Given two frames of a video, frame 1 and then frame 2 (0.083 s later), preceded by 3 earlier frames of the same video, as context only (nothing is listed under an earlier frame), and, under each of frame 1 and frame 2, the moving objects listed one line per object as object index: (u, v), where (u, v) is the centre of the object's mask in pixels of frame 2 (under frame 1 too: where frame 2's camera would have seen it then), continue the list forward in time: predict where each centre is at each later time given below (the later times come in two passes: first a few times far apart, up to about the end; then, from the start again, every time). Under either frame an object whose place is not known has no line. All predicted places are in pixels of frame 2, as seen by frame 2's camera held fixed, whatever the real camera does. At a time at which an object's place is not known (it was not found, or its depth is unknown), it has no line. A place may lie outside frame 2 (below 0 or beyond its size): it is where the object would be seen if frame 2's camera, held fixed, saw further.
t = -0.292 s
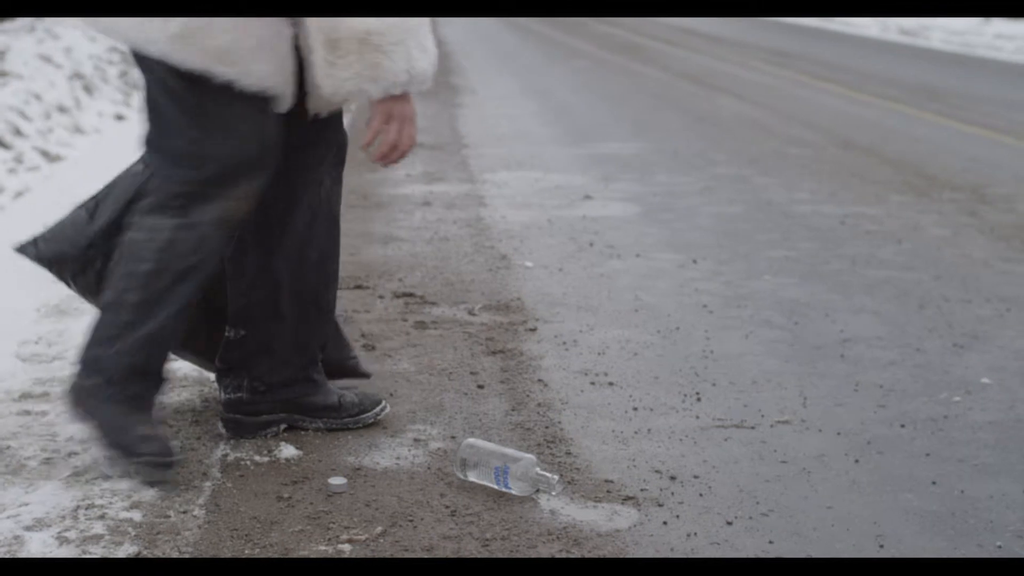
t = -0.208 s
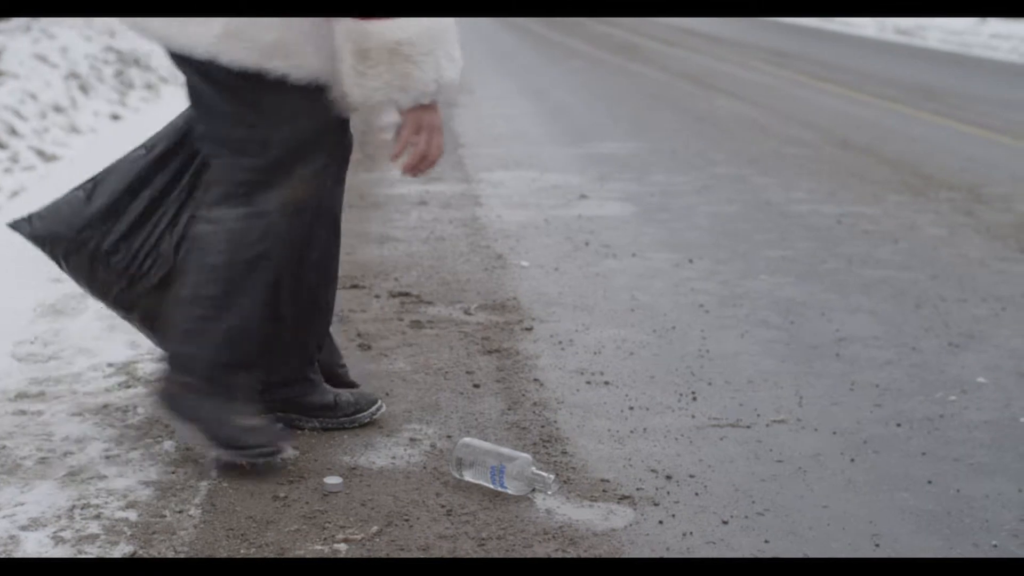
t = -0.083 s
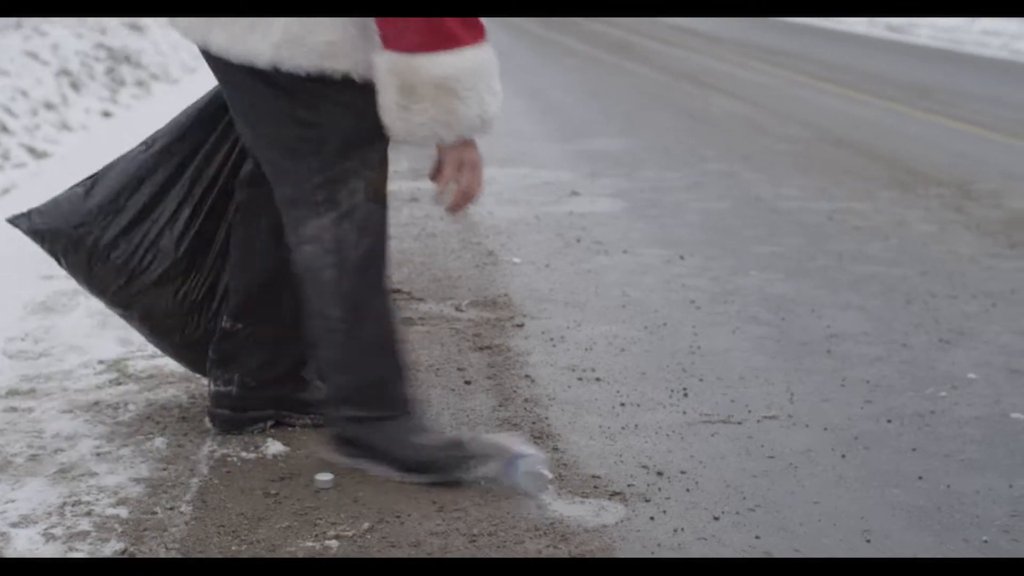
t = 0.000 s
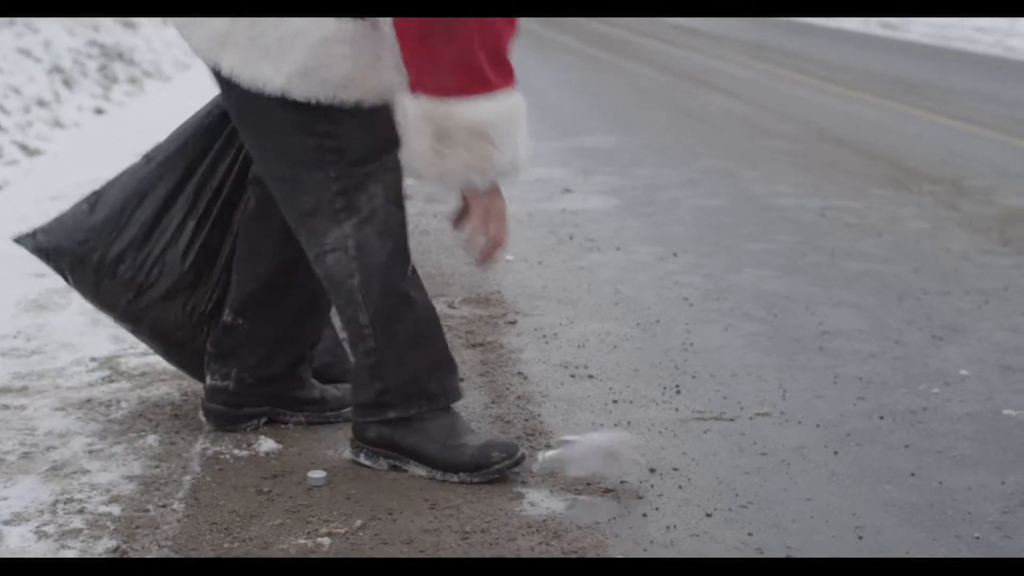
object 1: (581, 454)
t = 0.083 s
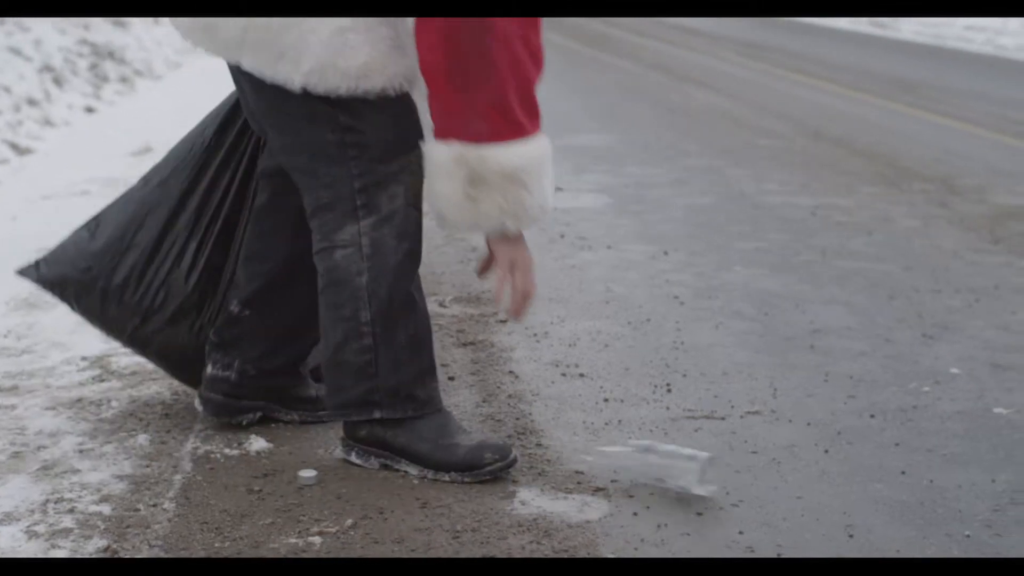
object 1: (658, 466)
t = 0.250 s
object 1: (800, 476)
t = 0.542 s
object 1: (926, 482)
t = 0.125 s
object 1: (706, 470)
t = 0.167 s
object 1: (738, 471)
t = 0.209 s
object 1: (774, 471)
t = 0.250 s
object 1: (800, 476)
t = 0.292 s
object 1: (831, 479)
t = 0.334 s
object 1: (848, 481)
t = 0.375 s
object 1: (863, 480)
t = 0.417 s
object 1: (880, 483)
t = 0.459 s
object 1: (898, 480)
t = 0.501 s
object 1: (909, 481)
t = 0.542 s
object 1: (926, 482)
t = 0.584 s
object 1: (926, 482)
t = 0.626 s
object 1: (932, 482)
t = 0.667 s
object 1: (935, 483)
